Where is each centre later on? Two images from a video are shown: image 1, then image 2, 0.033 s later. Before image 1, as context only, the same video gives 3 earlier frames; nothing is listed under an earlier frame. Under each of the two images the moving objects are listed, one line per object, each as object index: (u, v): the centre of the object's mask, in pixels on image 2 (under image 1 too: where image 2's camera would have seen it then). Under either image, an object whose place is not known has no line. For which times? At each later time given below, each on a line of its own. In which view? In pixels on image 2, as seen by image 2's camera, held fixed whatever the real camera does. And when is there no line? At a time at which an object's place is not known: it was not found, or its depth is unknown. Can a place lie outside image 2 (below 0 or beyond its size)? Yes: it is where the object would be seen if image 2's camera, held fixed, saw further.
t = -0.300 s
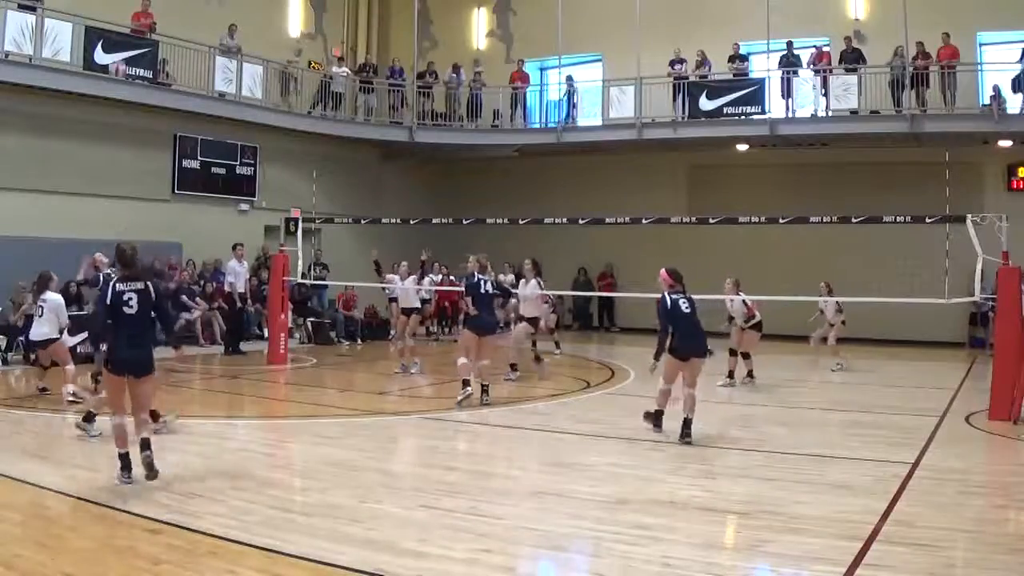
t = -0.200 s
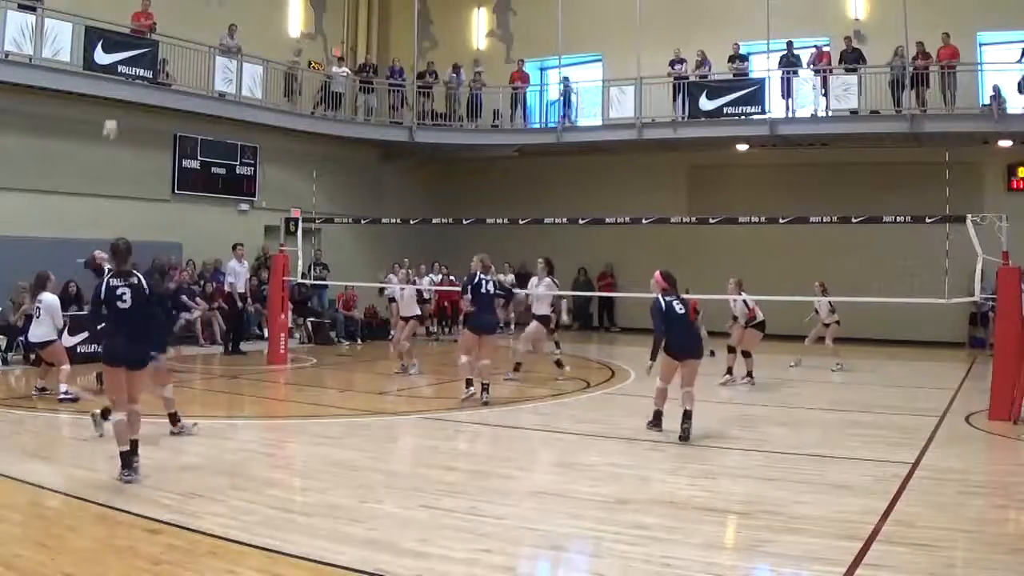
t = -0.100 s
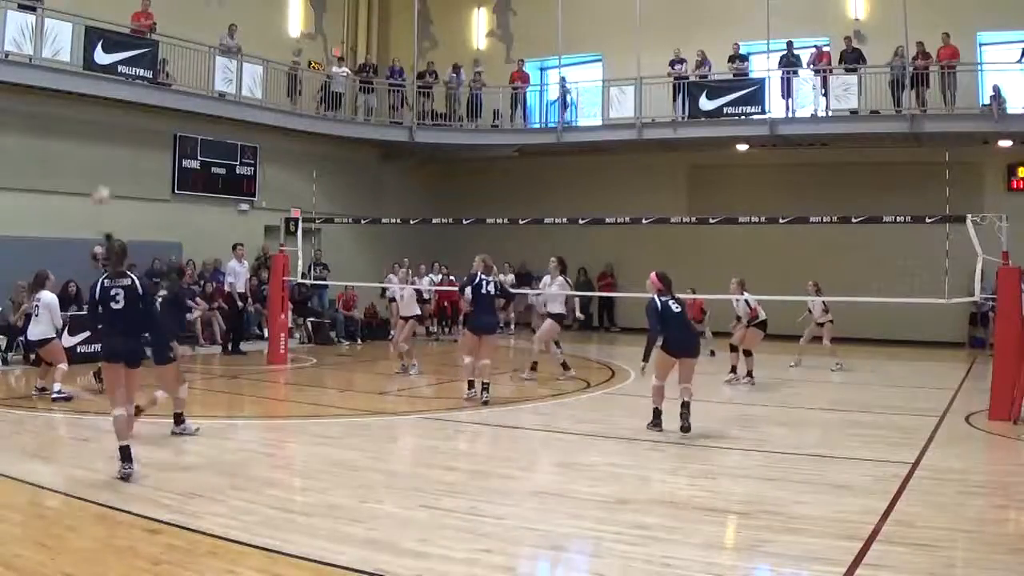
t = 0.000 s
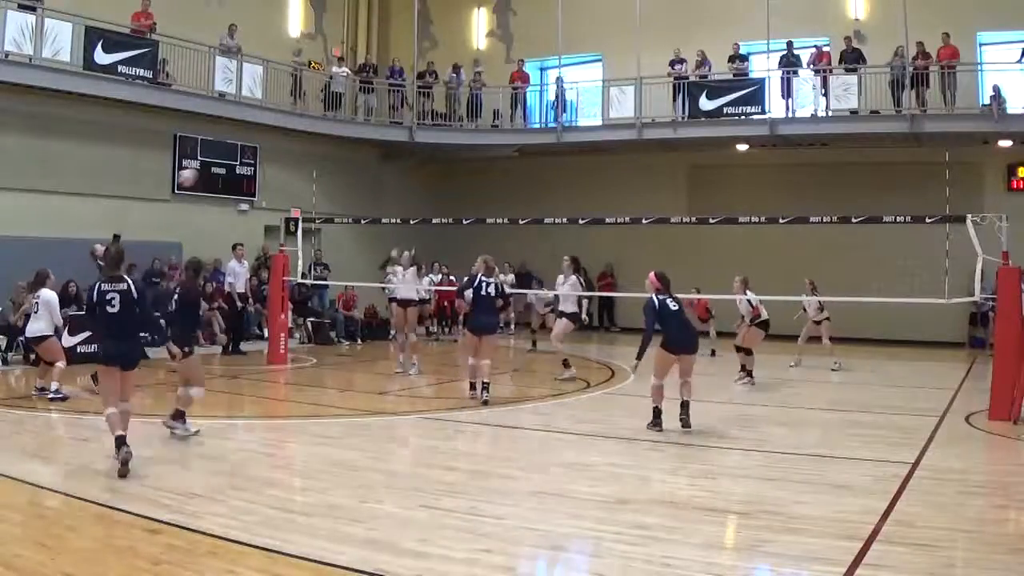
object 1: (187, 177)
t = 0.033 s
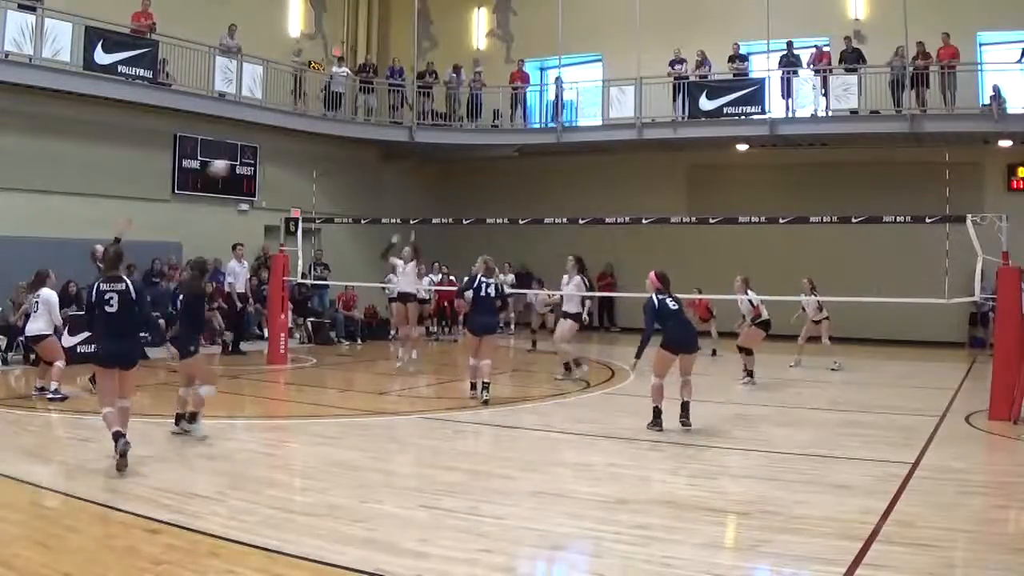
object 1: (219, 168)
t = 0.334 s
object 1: (462, 147)
